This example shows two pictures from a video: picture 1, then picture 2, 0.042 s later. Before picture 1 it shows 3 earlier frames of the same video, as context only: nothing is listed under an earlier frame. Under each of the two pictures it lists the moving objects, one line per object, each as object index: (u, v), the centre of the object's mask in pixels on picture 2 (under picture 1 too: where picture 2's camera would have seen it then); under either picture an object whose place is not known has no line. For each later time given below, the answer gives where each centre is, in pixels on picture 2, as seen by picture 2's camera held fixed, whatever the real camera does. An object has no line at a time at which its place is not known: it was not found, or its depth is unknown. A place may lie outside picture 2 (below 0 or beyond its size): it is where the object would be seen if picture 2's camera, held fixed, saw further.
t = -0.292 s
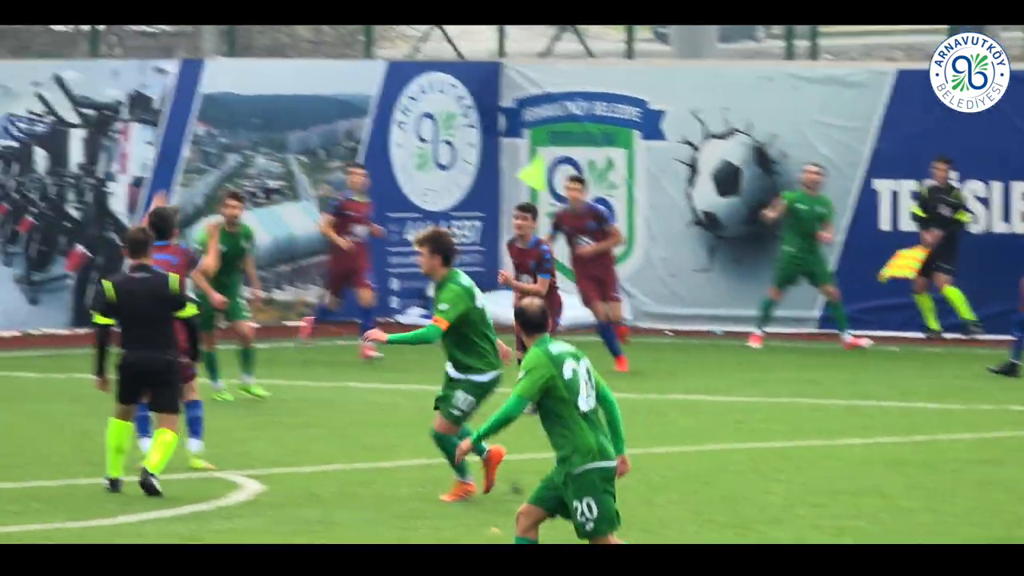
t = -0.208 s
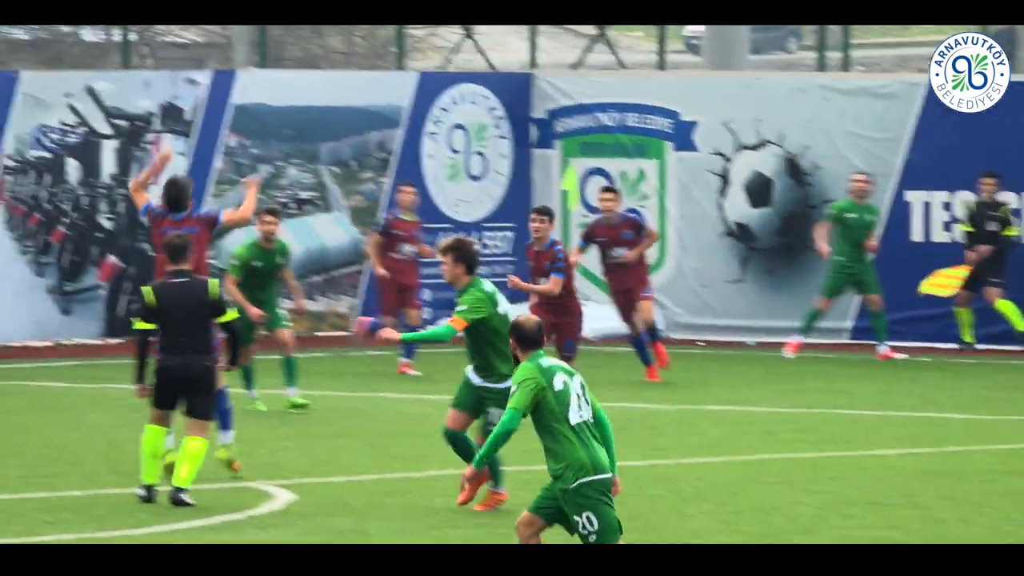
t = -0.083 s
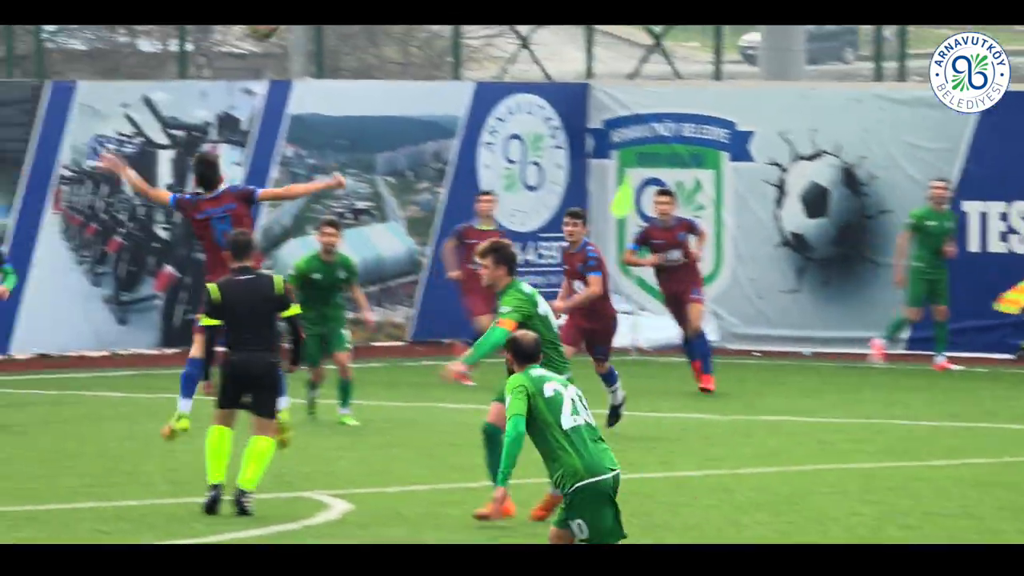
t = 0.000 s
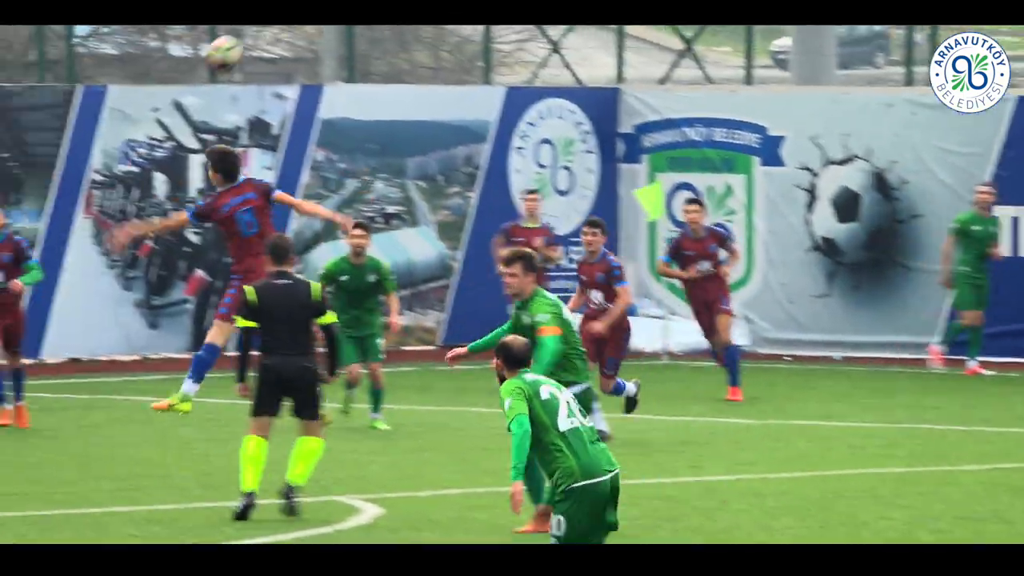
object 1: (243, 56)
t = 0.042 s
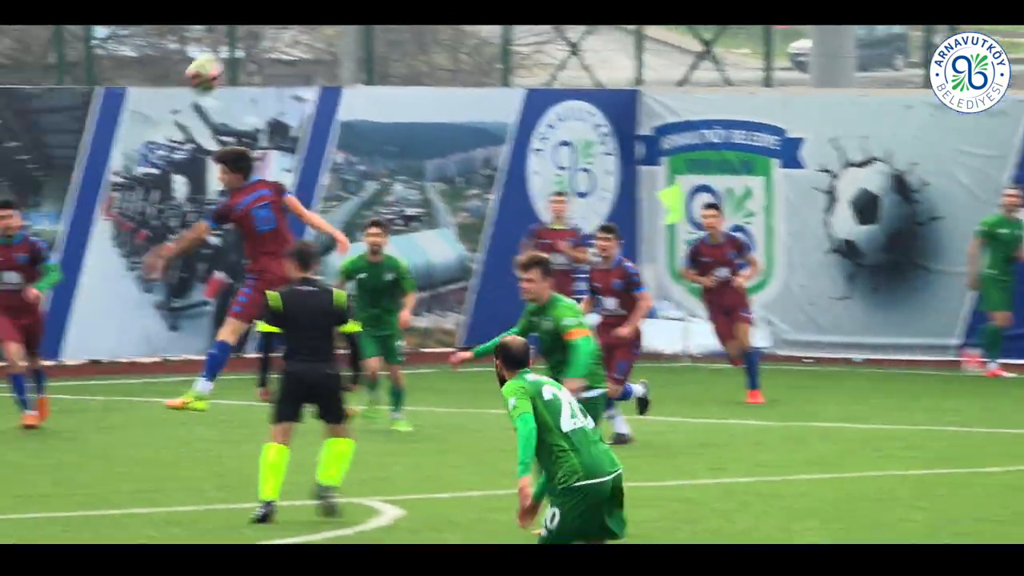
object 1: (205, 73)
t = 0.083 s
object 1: (166, 92)
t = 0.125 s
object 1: (126, 112)
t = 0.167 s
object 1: (85, 133)
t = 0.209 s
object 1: (44, 156)
